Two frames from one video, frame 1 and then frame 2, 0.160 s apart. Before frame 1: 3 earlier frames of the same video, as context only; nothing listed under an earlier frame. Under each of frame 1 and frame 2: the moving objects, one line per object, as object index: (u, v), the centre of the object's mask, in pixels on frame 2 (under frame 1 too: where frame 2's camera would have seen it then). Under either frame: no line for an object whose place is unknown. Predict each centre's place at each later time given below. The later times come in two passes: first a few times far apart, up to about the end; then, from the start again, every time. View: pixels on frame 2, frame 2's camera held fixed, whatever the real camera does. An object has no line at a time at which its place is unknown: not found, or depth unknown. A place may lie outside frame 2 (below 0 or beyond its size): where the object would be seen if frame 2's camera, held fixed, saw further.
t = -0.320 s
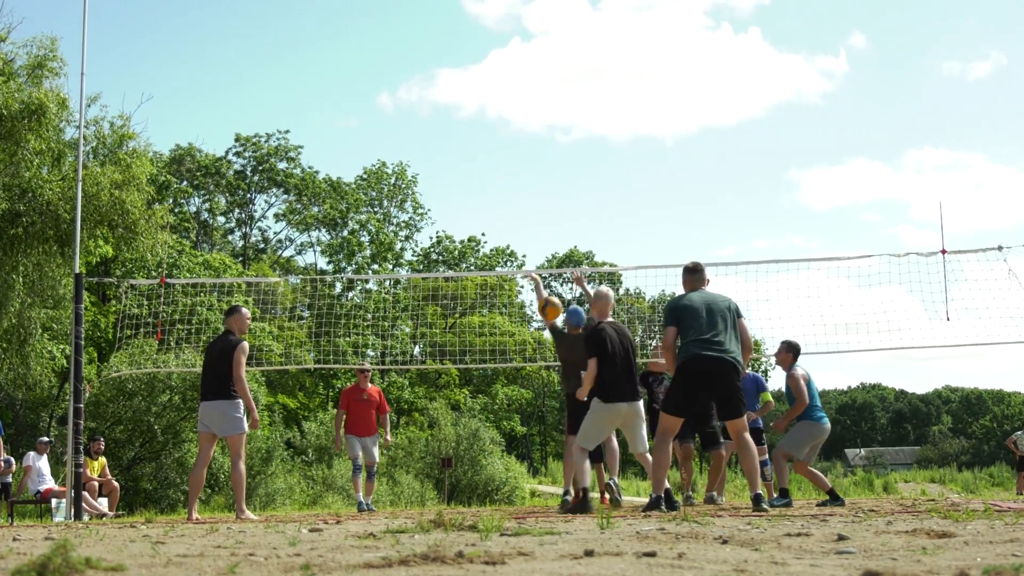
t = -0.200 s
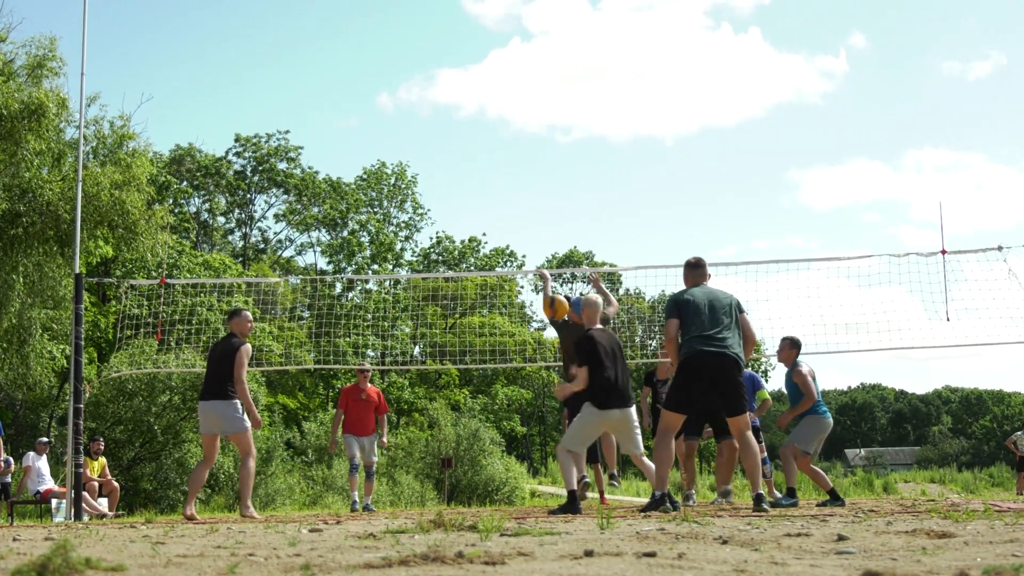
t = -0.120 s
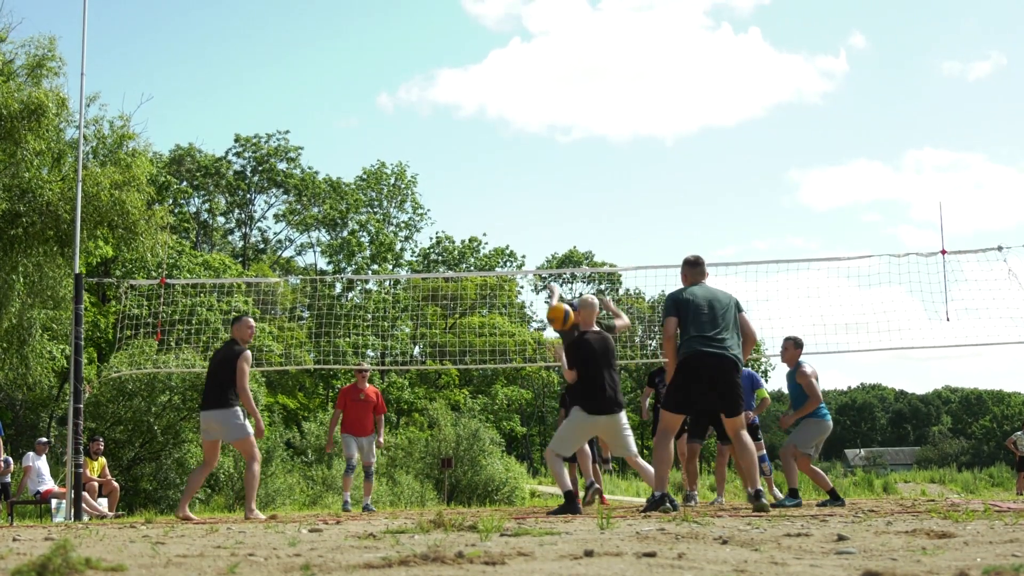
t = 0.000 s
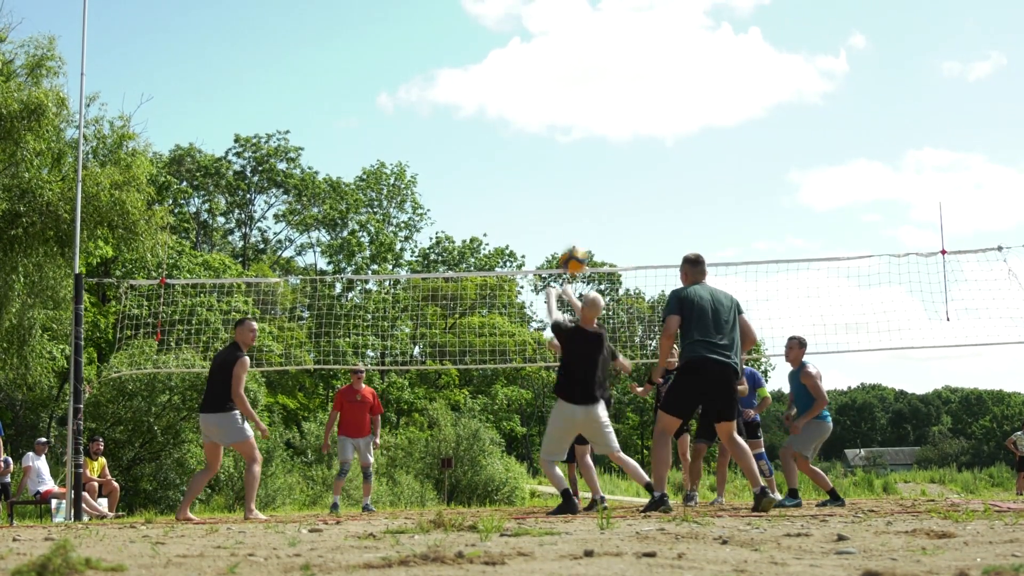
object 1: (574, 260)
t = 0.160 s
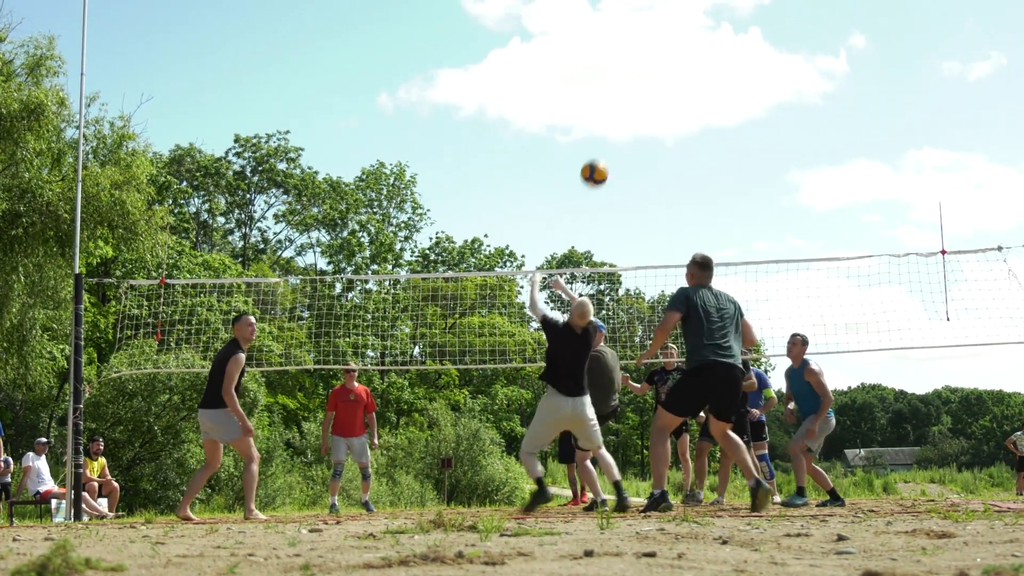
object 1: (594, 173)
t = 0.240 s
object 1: (605, 141)
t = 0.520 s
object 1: (652, 85)
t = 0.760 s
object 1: (699, 123)
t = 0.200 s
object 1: (600, 156)
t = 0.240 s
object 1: (605, 141)
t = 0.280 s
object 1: (611, 127)
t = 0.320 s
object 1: (618, 115)
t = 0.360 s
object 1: (624, 105)
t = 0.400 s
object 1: (631, 96)
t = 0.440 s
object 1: (637, 90)
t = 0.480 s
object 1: (644, 87)
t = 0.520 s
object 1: (652, 85)
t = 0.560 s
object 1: (659, 85)
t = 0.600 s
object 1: (666, 88)
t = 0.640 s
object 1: (674, 93)
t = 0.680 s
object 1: (682, 100)
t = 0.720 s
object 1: (691, 110)
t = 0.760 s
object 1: (699, 123)
